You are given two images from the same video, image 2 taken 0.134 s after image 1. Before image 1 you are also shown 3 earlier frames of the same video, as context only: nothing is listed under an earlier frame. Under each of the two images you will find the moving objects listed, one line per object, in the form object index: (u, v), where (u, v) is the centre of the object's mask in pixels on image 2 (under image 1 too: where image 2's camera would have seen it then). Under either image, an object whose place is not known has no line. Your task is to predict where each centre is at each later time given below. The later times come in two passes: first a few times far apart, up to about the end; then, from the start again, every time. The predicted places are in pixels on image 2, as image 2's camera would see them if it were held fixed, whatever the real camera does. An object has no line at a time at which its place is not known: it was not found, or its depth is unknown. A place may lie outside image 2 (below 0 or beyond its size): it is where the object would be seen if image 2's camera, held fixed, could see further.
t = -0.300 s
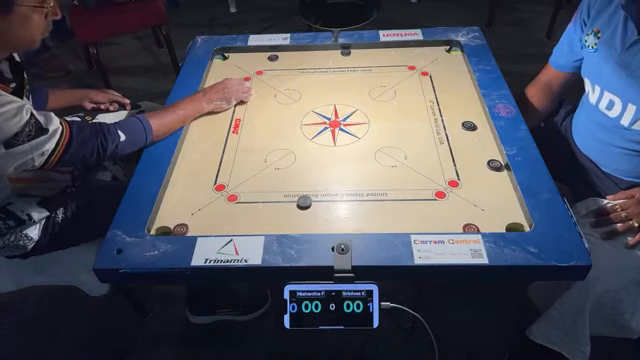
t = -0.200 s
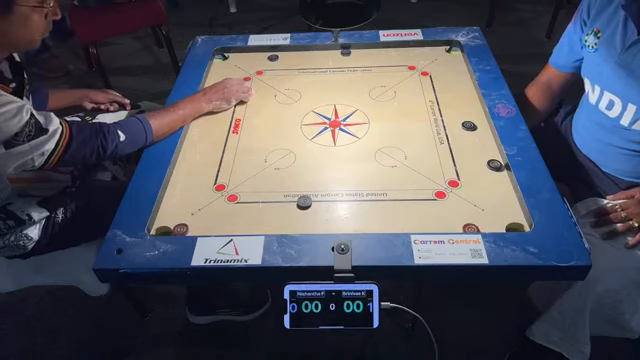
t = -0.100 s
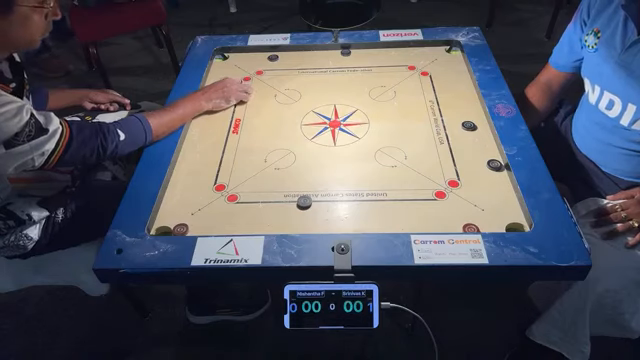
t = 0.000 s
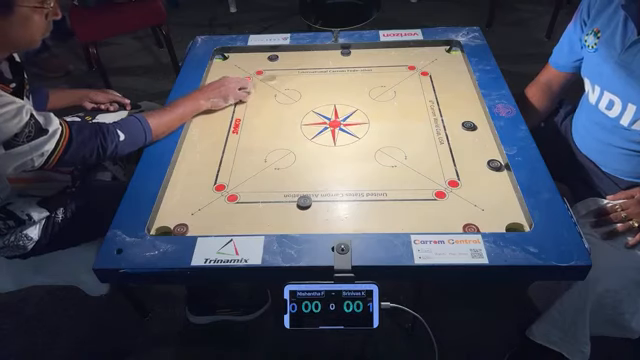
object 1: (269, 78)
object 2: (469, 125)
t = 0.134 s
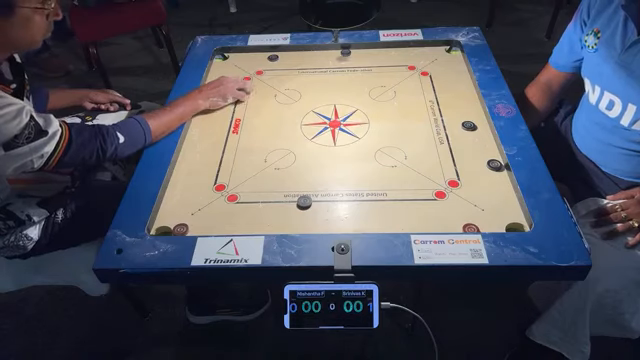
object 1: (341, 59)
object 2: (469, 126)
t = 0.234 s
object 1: (390, 78)
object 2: (469, 125)
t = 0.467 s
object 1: (467, 121)
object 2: (457, 142)
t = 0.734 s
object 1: (427, 133)
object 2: (384, 226)
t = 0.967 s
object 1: (408, 138)
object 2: (354, 177)
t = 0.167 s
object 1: (358, 65)
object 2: (469, 126)
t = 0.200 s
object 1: (373, 72)
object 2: (469, 126)
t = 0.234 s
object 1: (390, 78)
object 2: (469, 125)
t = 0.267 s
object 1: (405, 85)
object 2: (469, 126)
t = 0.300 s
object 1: (422, 92)
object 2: (469, 126)
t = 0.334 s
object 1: (438, 100)
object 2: (469, 126)
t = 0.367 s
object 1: (455, 106)
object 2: (469, 126)
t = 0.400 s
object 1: (472, 113)
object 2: (469, 126)
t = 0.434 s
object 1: (473, 119)
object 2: (465, 130)
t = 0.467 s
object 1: (467, 121)
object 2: (457, 142)
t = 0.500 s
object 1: (461, 123)
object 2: (448, 154)
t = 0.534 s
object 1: (456, 125)
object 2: (439, 166)
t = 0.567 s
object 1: (450, 127)
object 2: (429, 178)
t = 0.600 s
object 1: (444, 128)
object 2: (420, 191)
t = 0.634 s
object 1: (439, 129)
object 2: (410, 204)
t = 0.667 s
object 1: (436, 131)
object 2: (401, 216)
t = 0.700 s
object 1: (432, 132)
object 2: (390, 227)
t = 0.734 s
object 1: (427, 133)
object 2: (384, 226)
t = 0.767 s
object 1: (424, 134)
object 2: (378, 217)
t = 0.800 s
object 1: (420, 135)
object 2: (373, 209)
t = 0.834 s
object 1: (417, 136)
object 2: (368, 201)
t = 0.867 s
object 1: (414, 137)
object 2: (364, 194)
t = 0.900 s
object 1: (412, 137)
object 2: (360, 188)
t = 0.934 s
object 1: (410, 137)
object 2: (357, 182)
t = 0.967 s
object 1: (408, 138)
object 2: (354, 177)
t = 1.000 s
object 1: (407, 138)
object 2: (352, 173)
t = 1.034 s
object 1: (405, 138)
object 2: (349, 169)
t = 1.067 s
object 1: (405, 138)
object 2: (347, 165)
